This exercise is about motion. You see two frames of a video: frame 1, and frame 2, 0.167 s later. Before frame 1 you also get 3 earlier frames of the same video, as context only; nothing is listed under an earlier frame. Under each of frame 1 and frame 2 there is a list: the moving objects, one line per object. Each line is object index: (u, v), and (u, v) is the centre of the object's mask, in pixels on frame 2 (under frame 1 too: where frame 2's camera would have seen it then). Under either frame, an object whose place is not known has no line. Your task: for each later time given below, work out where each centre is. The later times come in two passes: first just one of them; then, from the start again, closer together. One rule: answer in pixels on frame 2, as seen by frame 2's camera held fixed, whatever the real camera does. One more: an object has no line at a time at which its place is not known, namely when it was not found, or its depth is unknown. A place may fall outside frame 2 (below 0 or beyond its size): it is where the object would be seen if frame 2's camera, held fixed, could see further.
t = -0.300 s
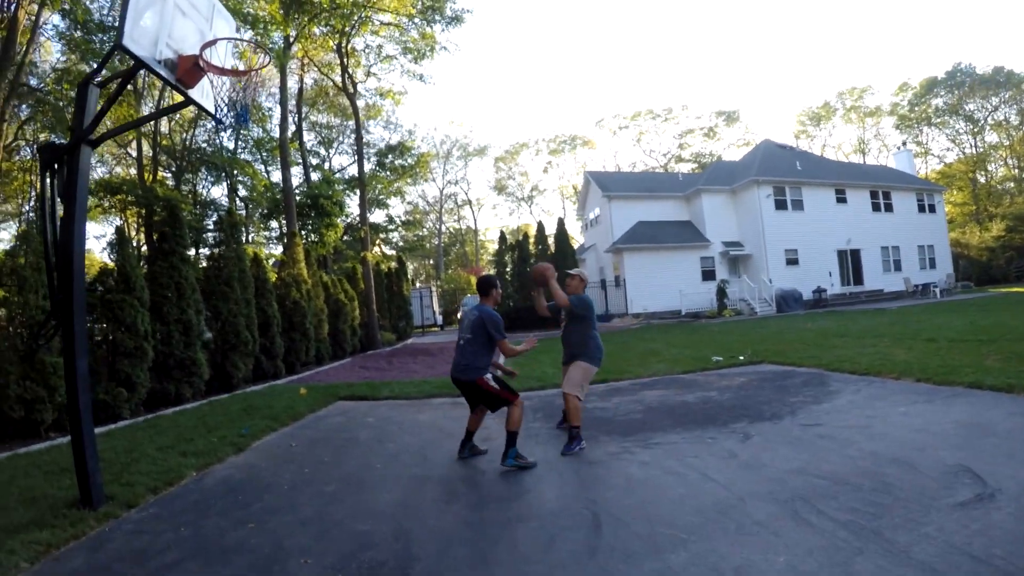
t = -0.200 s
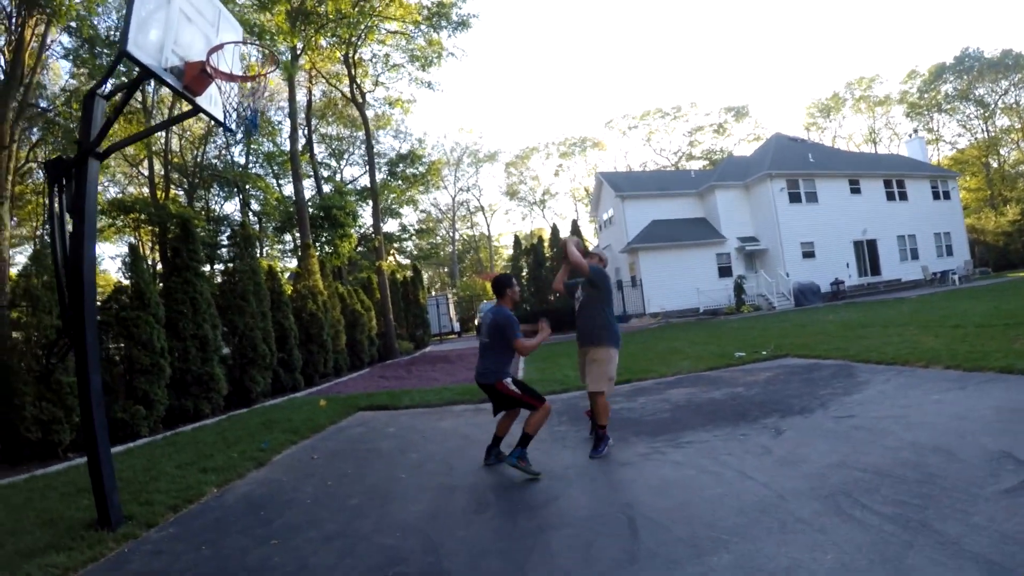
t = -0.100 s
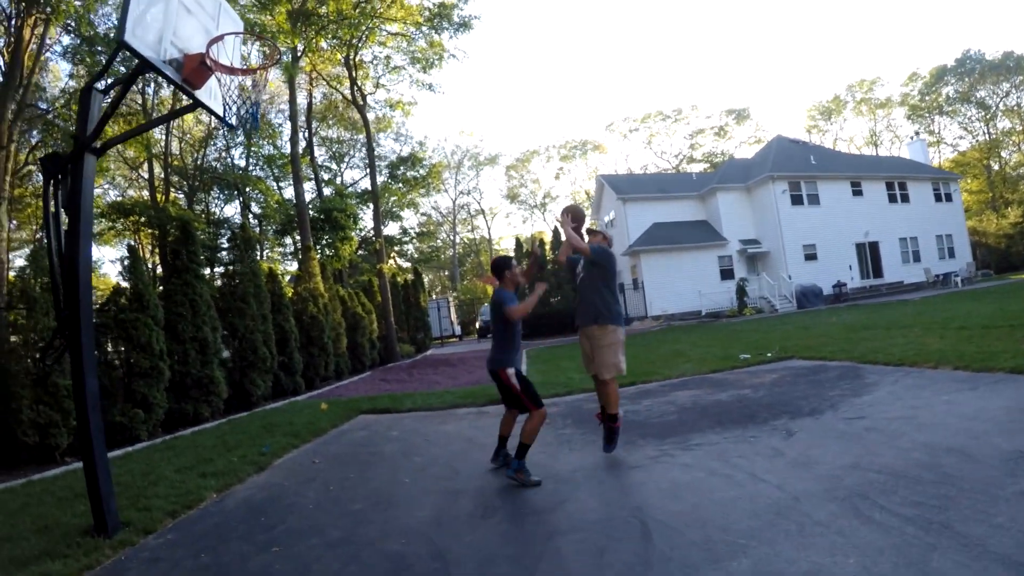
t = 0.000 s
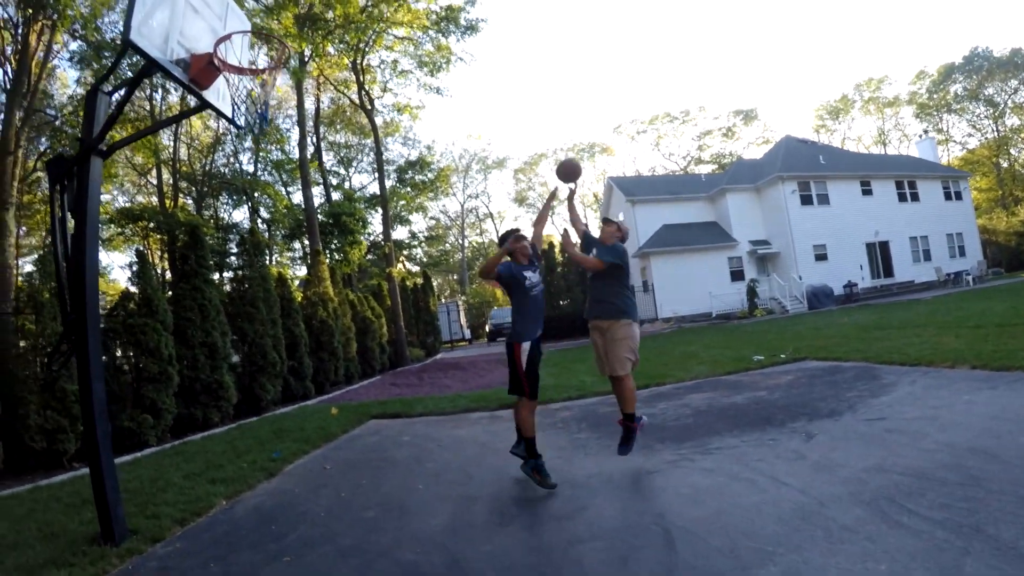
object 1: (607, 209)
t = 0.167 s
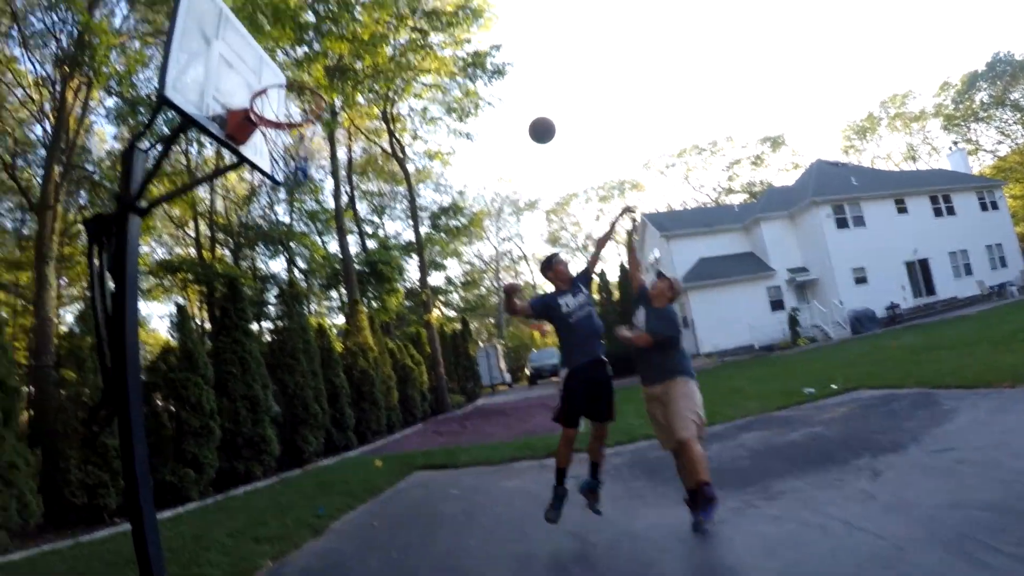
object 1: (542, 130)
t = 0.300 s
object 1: (493, 88)
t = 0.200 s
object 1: (530, 118)
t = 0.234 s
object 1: (518, 107)
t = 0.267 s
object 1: (505, 97)
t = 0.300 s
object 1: (493, 88)
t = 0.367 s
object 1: (470, 75)
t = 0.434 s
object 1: (445, 64)
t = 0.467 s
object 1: (432, 60)
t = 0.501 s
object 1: (420, 57)
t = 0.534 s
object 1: (406, 55)
